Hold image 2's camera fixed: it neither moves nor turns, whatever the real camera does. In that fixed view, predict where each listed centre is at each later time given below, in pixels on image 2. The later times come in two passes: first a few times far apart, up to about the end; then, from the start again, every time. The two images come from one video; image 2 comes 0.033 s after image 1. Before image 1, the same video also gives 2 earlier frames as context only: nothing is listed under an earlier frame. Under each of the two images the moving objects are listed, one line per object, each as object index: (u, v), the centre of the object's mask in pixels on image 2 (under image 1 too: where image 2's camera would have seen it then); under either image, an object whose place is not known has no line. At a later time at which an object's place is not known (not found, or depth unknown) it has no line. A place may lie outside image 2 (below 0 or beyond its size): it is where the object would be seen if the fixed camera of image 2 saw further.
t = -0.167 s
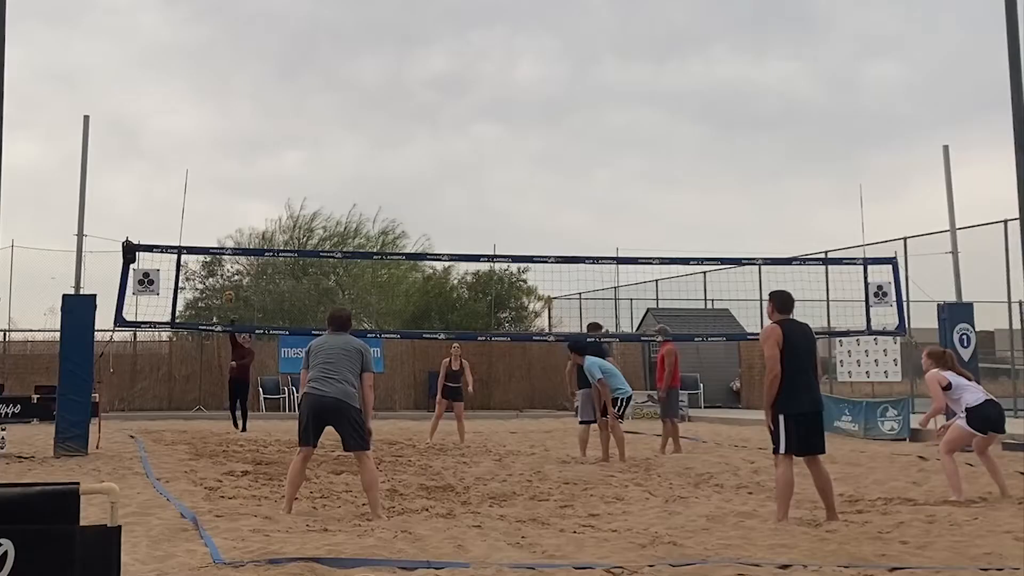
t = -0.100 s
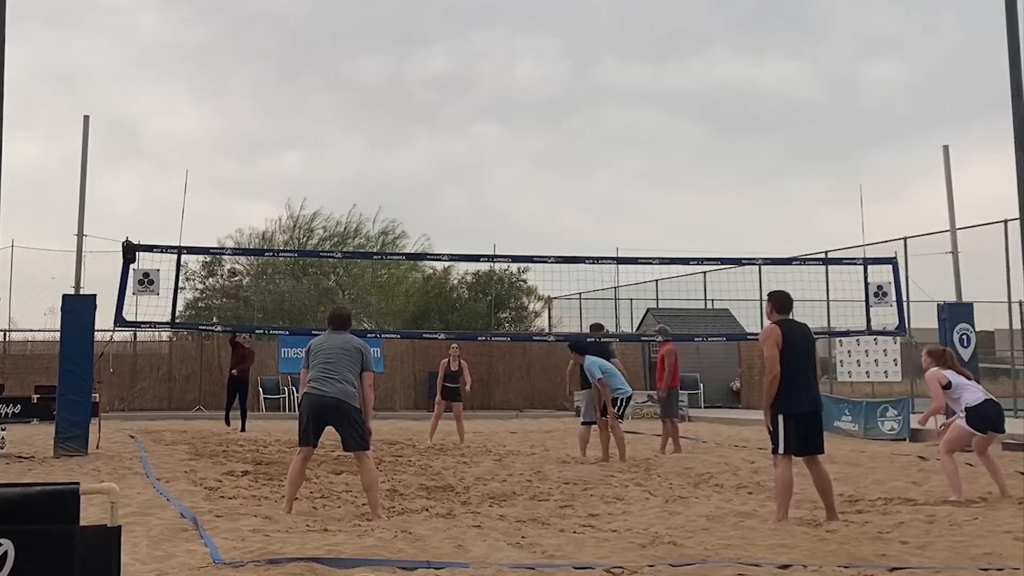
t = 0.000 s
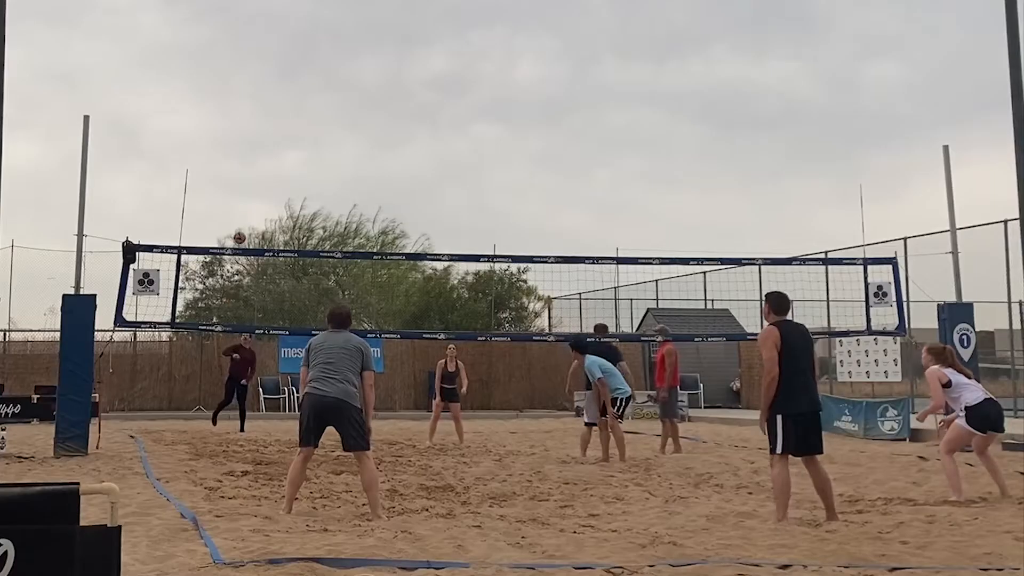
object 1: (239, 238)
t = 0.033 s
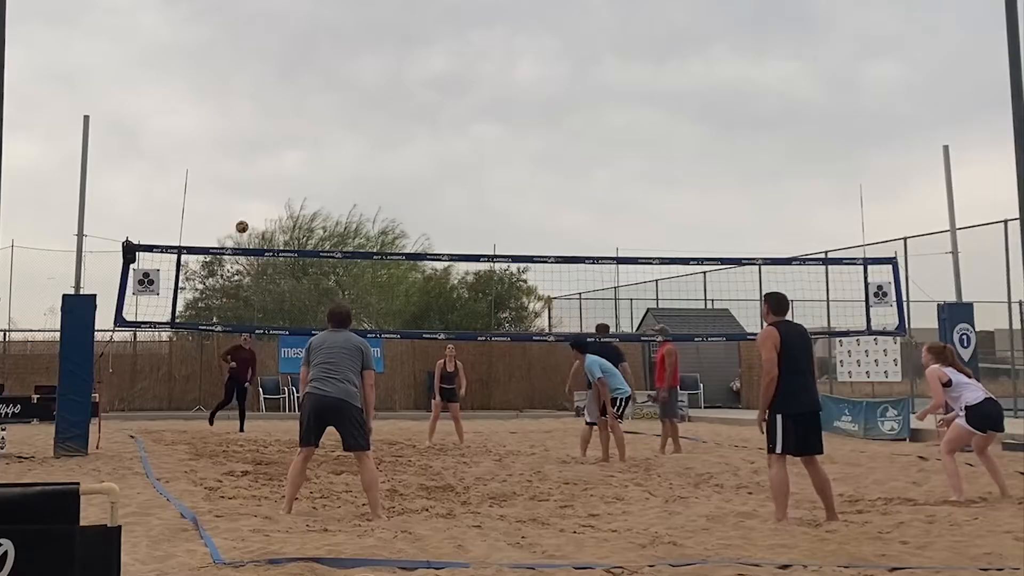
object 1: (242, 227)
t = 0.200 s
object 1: (255, 178)
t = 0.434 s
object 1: (278, 127)
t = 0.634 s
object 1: (307, 106)
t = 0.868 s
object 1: (350, 124)
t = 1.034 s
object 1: (389, 178)
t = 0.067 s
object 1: (244, 216)
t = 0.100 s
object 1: (247, 206)
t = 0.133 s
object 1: (249, 196)
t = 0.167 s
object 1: (252, 187)
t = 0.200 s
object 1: (255, 178)
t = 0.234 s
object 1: (258, 169)
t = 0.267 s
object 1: (261, 161)
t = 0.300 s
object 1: (264, 153)
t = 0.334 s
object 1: (267, 146)
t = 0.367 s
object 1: (271, 139)
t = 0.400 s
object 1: (274, 133)
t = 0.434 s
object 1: (278, 127)
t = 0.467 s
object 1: (282, 122)
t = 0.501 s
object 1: (287, 117)
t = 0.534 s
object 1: (291, 114)
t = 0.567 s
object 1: (296, 110)
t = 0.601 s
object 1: (301, 108)
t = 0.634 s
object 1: (307, 106)
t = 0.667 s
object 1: (312, 106)
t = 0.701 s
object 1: (318, 106)
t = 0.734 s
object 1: (324, 107)
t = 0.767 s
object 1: (330, 109)
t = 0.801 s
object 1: (336, 113)
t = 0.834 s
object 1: (343, 118)
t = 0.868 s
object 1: (350, 124)
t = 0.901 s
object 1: (357, 132)
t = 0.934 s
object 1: (364, 141)
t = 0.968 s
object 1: (372, 152)
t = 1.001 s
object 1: (381, 164)
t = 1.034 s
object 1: (389, 178)
